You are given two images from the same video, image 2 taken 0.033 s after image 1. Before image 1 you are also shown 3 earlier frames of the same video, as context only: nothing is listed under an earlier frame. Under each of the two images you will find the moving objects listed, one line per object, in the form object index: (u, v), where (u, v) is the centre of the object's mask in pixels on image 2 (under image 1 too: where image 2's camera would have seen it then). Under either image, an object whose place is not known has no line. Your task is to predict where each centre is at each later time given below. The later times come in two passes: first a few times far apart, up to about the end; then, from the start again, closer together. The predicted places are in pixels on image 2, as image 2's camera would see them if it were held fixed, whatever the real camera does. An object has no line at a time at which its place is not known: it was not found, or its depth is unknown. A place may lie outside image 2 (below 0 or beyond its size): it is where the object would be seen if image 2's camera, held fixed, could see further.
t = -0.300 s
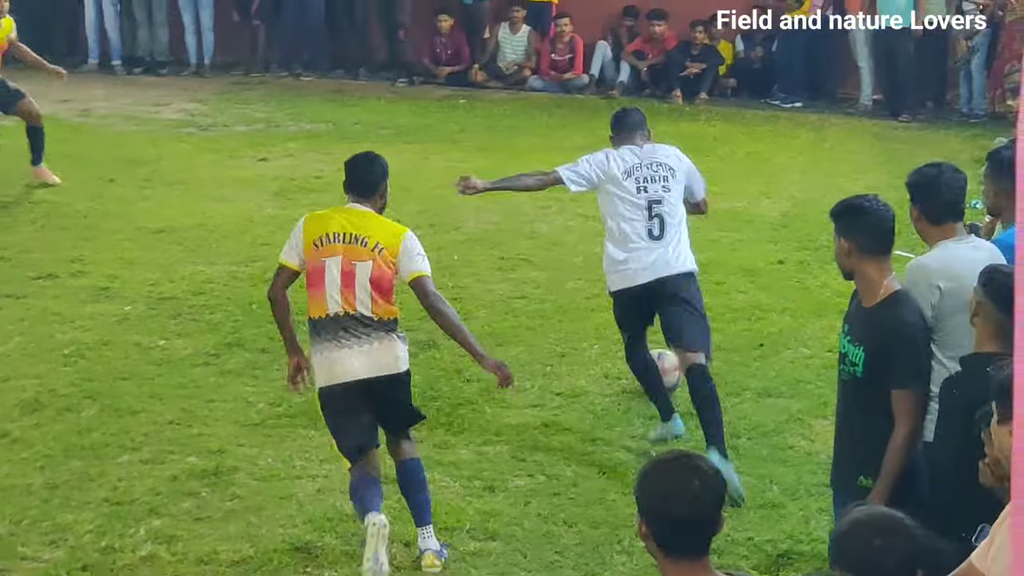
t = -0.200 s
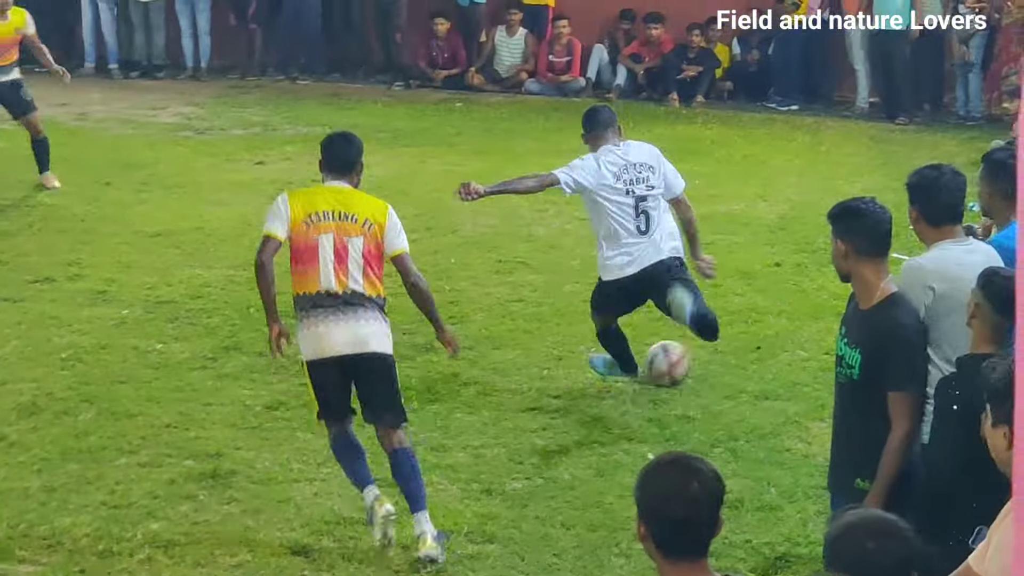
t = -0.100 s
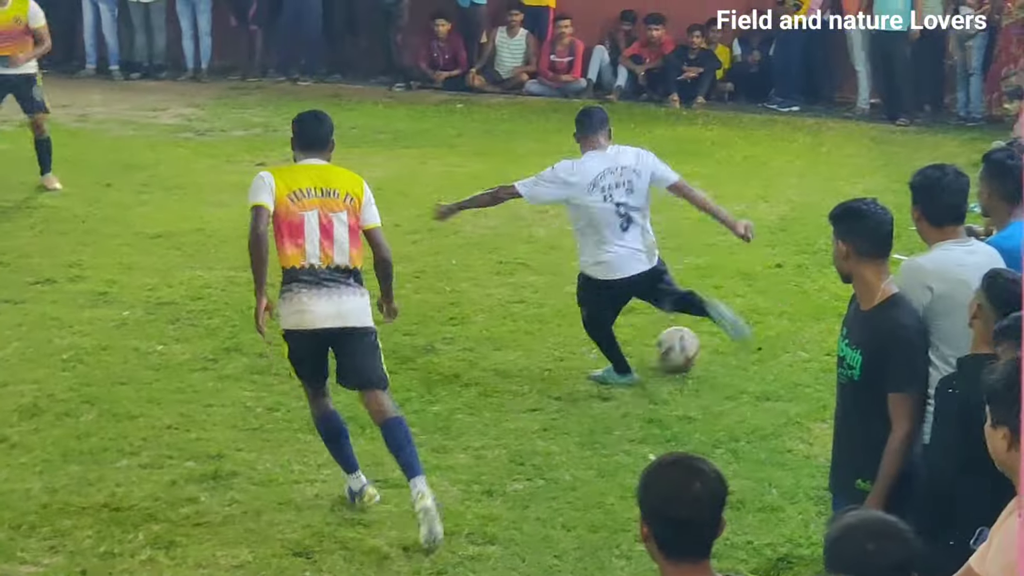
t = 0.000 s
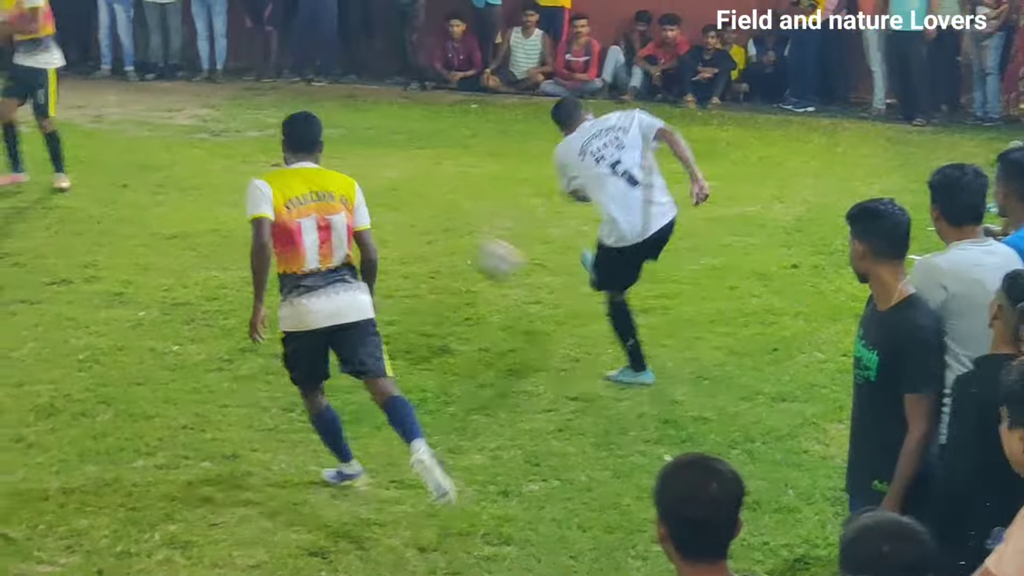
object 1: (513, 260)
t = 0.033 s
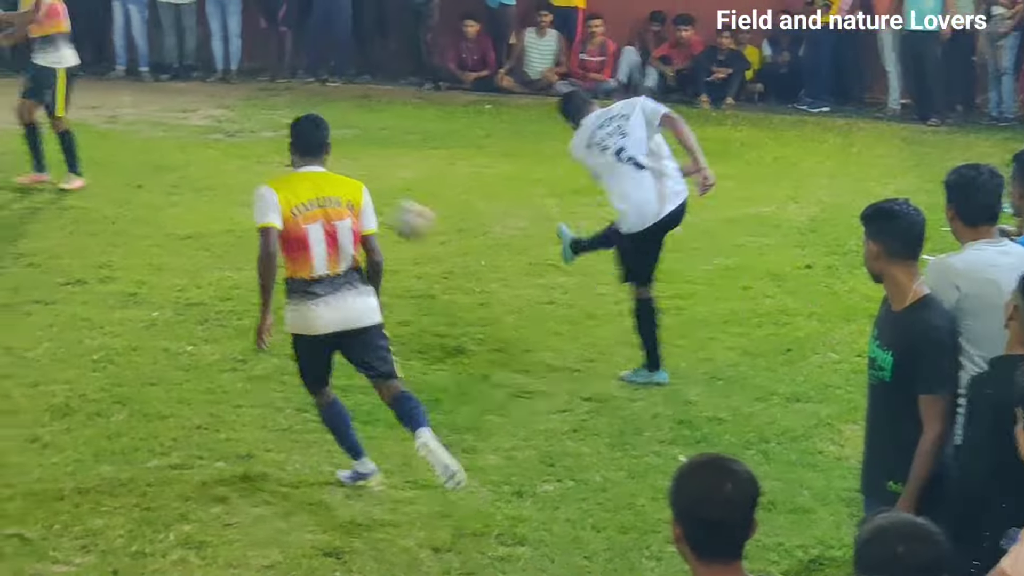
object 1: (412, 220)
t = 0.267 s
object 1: (-71, 74)
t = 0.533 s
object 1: (-313, 5)
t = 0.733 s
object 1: (-288, 36)
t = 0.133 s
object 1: (165, 135)
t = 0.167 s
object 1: (98, 116)
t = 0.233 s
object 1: (-20, 85)
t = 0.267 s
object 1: (-71, 74)
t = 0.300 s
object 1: (-112, 67)
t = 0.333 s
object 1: (-153, 63)
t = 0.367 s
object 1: (-179, 60)
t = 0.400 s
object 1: (-212, 58)
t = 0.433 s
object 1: (-241, 52)
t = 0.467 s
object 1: (-266, 32)
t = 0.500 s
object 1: (-289, 15)
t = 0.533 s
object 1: (-313, 5)
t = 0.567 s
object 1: (-311, 11)
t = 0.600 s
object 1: (-303, 21)
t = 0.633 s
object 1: (-301, 29)
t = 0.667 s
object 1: (-295, 42)
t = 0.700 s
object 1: (-292, 40)
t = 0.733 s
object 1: (-288, 36)
